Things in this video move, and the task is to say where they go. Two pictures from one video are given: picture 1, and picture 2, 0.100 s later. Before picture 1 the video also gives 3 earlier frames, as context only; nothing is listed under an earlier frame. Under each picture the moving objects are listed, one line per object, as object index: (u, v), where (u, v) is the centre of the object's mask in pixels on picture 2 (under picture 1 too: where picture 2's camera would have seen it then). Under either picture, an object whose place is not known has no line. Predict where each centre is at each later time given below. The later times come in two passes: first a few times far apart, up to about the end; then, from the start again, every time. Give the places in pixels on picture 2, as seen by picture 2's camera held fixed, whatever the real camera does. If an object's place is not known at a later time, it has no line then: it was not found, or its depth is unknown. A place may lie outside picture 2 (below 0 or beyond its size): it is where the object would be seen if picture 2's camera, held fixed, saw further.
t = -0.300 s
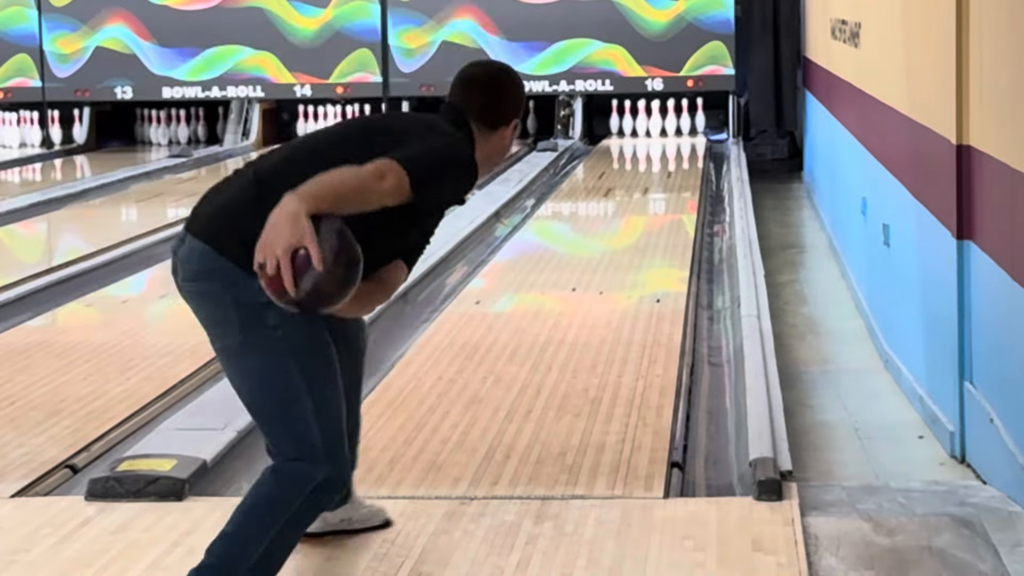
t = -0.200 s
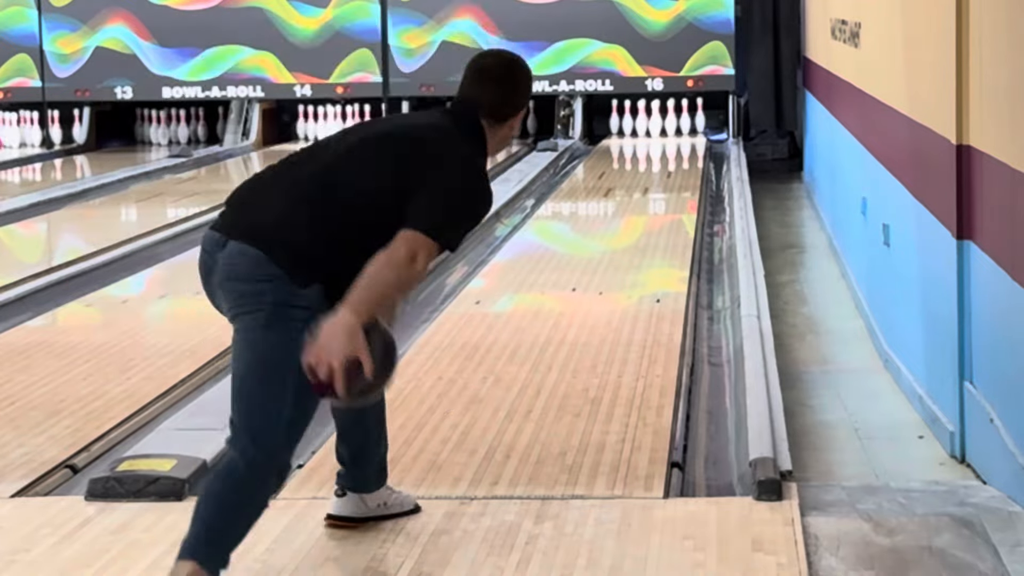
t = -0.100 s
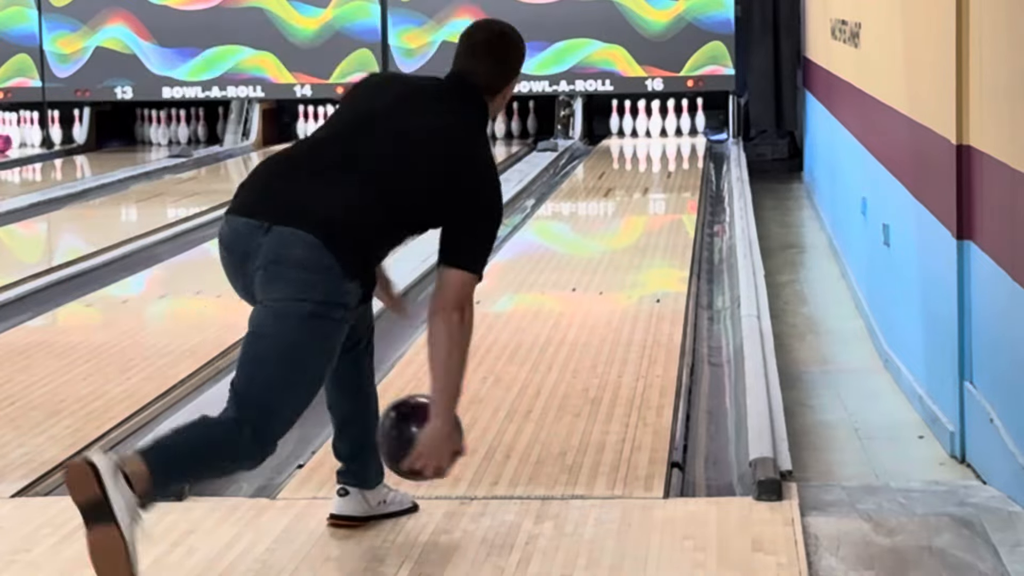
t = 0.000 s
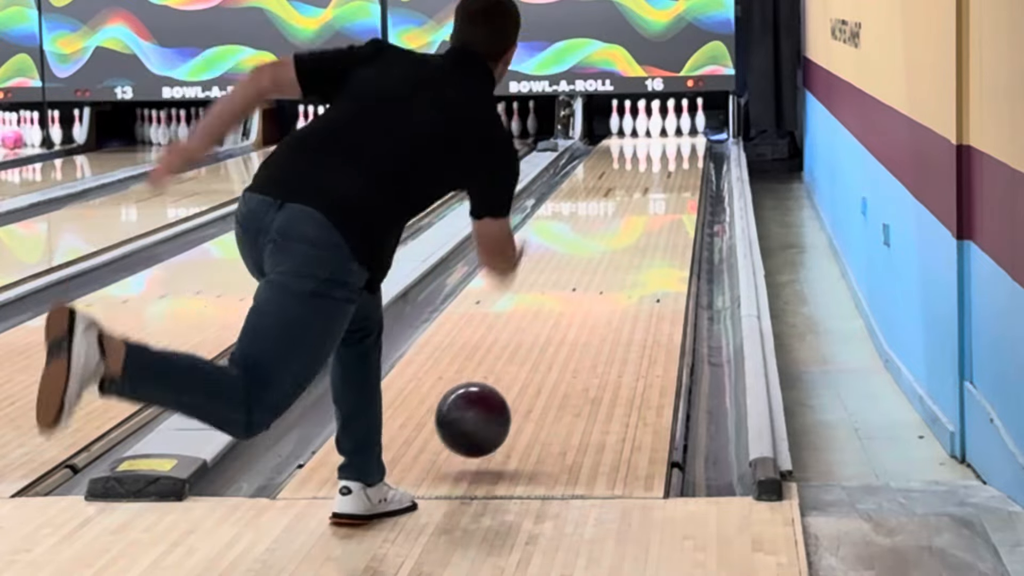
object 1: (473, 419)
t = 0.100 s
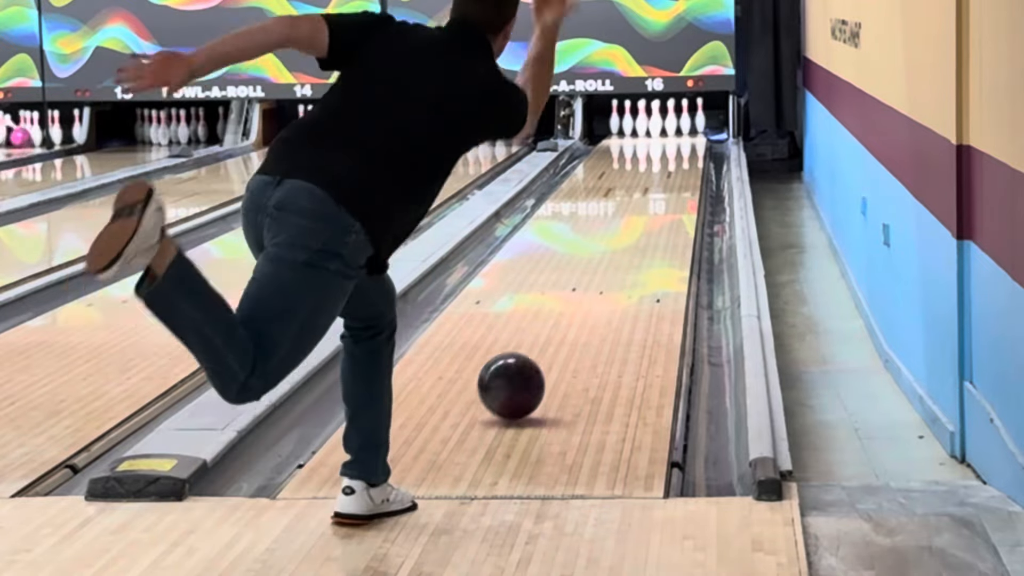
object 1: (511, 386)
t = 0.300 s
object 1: (566, 318)
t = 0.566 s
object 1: (612, 257)
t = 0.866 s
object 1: (644, 214)
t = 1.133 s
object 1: (663, 186)
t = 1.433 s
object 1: (674, 164)
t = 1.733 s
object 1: (677, 147)
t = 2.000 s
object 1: (671, 135)
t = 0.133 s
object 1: (522, 374)
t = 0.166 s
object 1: (532, 361)
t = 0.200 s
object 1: (541, 350)
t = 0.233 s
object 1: (550, 339)
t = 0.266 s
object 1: (558, 328)
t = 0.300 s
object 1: (566, 318)
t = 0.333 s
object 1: (573, 309)
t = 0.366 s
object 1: (579, 300)
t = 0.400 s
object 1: (586, 291)
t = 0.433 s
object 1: (591, 284)
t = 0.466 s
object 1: (597, 276)
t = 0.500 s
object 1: (602, 269)
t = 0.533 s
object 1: (607, 263)
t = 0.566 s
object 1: (612, 257)
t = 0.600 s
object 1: (616, 252)
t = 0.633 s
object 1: (620, 246)
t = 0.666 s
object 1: (624, 241)
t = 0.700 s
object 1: (628, 236)
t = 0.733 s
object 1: (632, 231)
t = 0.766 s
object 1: (635, 226)
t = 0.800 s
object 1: (639, 222)
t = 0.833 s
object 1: (641, 217)
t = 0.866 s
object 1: (644, 214)
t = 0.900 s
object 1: (647, 210)
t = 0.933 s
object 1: (650, 206)
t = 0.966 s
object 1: (652, 202)
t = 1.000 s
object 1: (655, 199)
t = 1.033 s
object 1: (657, 196)
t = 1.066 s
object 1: (659, 192)
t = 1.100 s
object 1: (661, 189)
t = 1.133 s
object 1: (663, 186)
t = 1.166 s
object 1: (665, 184)
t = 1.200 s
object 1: (666, 181)
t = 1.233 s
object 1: (668, 178)
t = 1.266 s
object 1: (669, 176)
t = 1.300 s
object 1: (670, 173)
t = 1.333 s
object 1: (672, 171)
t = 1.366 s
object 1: (673, 168)
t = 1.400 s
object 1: (674, 166)
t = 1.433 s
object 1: (674, 164)
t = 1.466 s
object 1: (675, 161)
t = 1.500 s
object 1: (675, 159)
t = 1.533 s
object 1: (676, 157)
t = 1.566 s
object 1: (677, 155)
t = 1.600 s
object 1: (677, 153)
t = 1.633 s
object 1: (677, 152)
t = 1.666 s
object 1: (677, 150)
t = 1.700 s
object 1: (677, 149)
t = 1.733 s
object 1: (677, 147)
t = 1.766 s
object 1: (677, 145)
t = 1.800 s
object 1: (676, 144)
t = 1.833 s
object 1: (676, 142)
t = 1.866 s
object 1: (675, 141)
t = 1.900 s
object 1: (674, 139)
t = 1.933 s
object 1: (673, 138)
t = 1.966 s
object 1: (673, 136)
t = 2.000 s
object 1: (671, 135)
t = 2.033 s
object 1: (671, 134)
